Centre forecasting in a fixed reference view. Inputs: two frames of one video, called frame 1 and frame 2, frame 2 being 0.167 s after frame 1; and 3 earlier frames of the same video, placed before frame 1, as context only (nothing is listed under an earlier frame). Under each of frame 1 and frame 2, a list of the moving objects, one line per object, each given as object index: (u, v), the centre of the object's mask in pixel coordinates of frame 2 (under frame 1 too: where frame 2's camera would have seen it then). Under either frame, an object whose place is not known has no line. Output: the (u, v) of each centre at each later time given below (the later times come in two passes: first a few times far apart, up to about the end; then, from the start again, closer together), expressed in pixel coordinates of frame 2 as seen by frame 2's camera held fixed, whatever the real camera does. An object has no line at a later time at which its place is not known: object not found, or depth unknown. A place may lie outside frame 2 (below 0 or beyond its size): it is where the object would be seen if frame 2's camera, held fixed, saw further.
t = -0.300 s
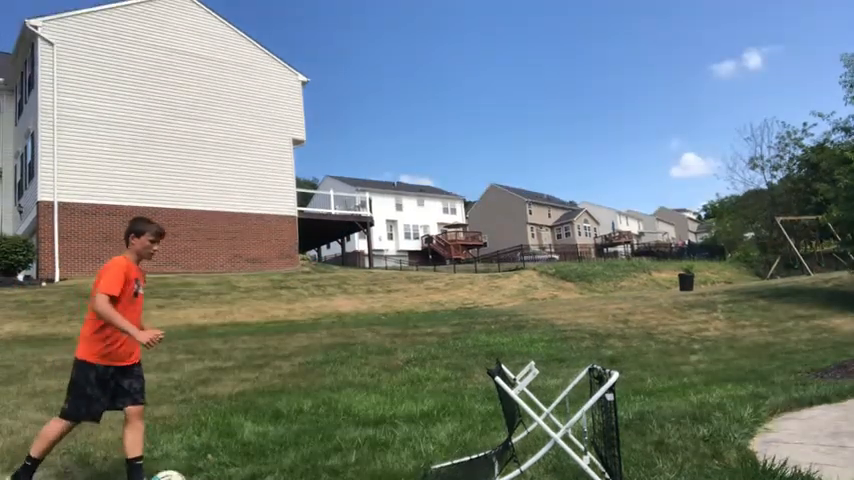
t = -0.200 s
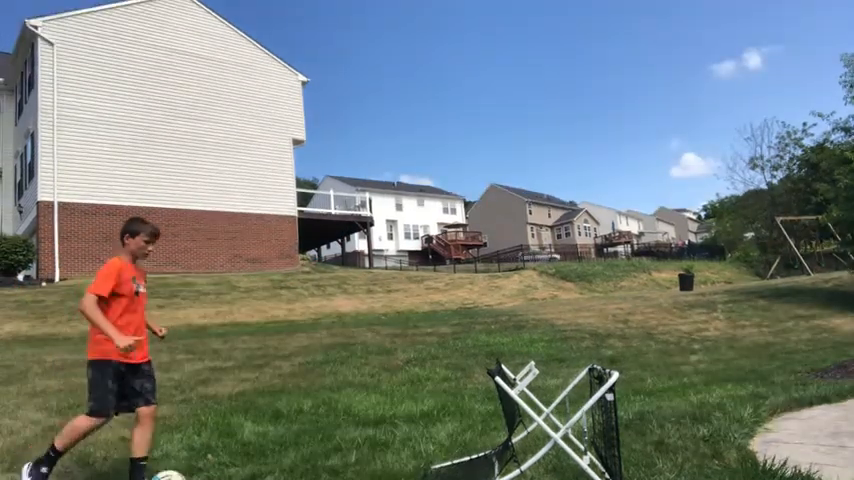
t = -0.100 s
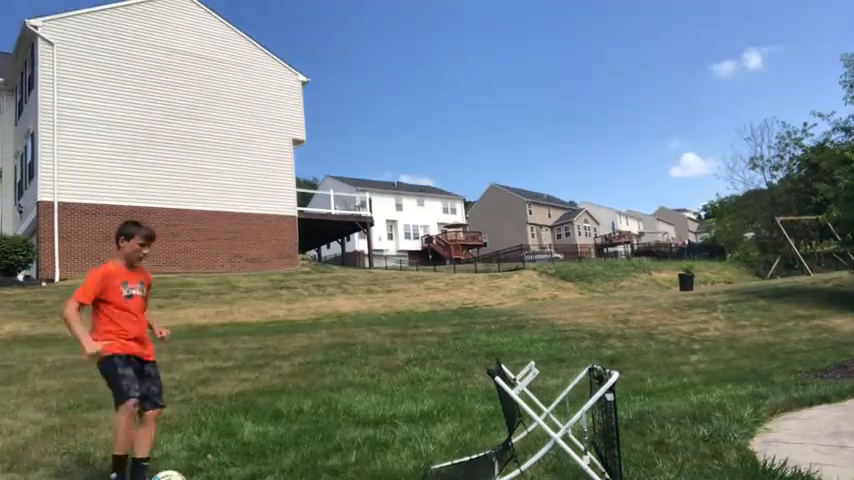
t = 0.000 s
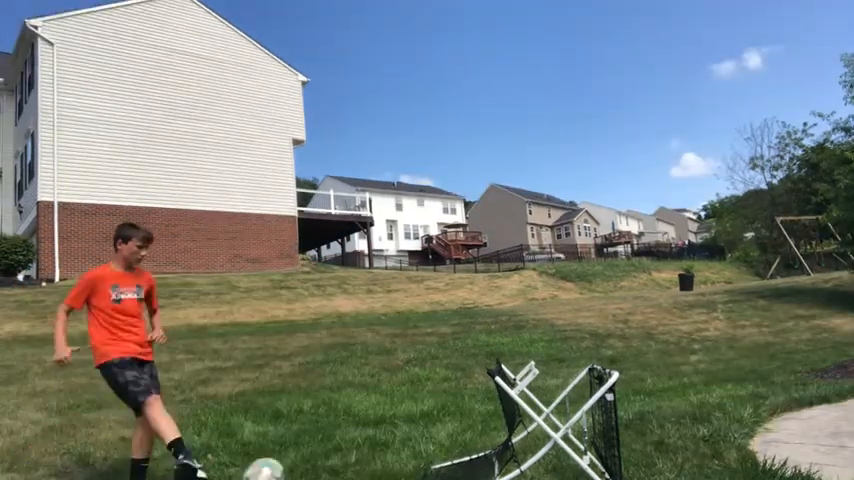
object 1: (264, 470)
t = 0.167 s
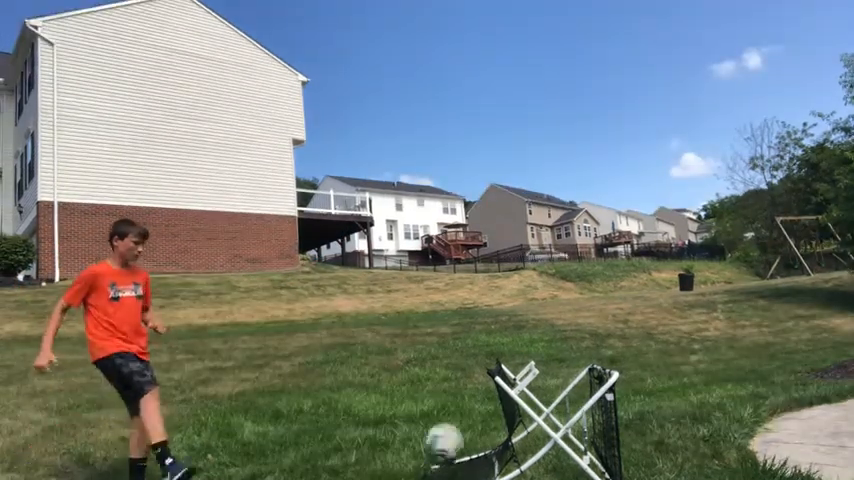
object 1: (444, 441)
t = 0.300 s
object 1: (485, 397)
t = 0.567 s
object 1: (330, 308)
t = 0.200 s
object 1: (478, 441)
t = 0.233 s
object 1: (510, 438)
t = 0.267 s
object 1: (508, 421)
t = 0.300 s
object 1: (485, 397)
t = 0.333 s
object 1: (465, 377)
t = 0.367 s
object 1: (443, 361)
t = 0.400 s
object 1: (423, 347)
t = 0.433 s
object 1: (403, 335)
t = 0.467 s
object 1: (384, 325)
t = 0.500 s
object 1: (366, 318)
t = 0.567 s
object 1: (330, 308)
